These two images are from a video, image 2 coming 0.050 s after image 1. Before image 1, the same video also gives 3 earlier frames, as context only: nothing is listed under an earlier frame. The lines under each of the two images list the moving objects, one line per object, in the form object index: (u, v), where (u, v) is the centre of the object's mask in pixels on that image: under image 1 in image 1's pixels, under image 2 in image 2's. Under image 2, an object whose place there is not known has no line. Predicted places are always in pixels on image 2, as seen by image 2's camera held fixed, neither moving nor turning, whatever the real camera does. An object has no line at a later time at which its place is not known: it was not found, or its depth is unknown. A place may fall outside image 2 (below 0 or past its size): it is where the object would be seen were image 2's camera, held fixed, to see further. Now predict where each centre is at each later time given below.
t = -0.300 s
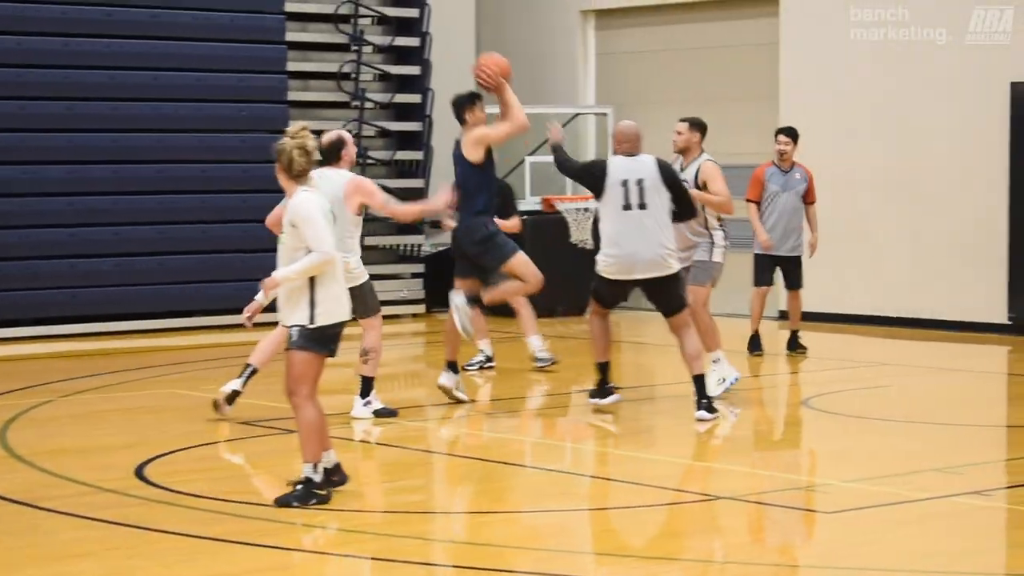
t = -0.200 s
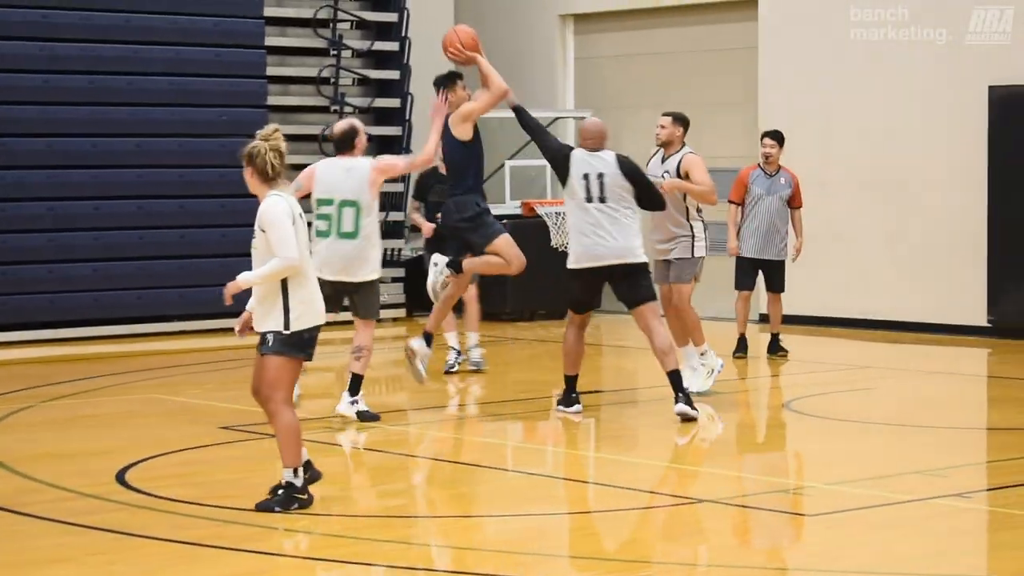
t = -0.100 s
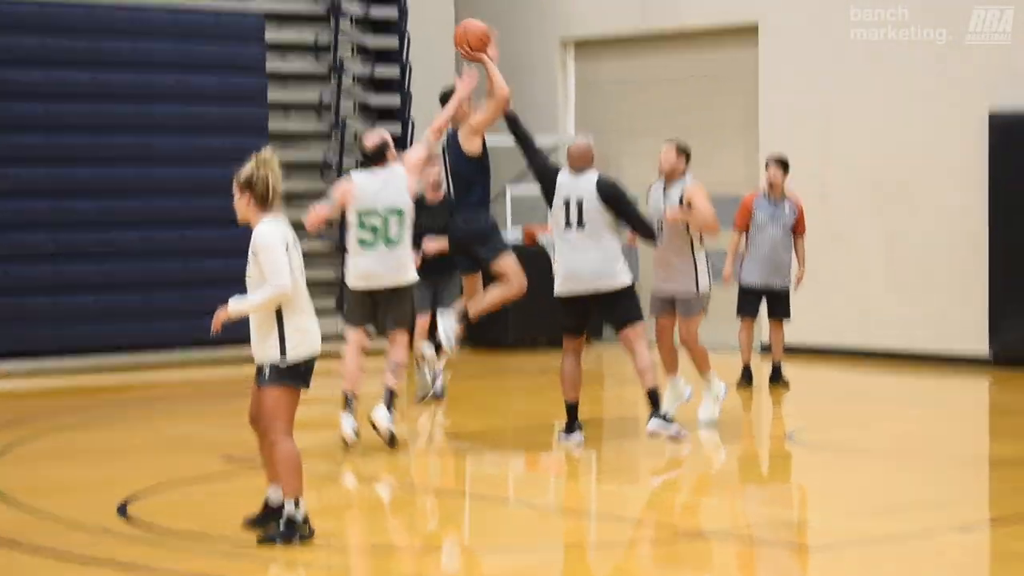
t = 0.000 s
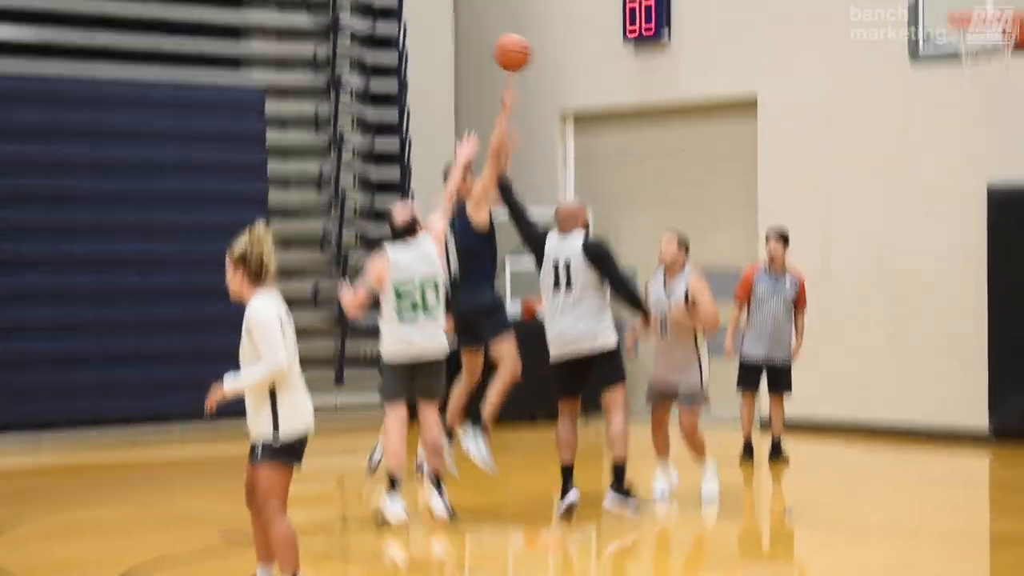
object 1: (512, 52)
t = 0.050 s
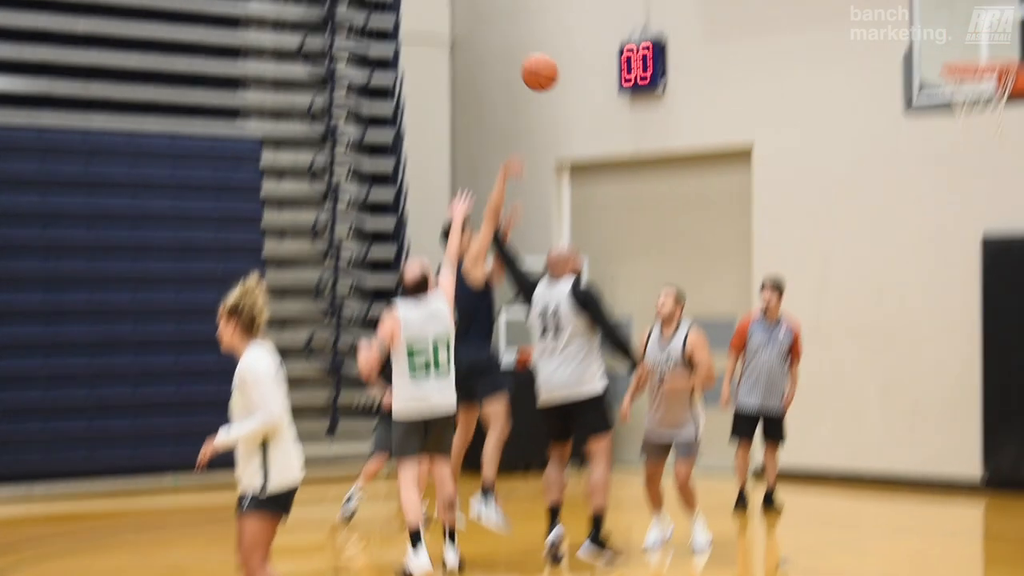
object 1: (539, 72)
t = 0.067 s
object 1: (551, 64)
